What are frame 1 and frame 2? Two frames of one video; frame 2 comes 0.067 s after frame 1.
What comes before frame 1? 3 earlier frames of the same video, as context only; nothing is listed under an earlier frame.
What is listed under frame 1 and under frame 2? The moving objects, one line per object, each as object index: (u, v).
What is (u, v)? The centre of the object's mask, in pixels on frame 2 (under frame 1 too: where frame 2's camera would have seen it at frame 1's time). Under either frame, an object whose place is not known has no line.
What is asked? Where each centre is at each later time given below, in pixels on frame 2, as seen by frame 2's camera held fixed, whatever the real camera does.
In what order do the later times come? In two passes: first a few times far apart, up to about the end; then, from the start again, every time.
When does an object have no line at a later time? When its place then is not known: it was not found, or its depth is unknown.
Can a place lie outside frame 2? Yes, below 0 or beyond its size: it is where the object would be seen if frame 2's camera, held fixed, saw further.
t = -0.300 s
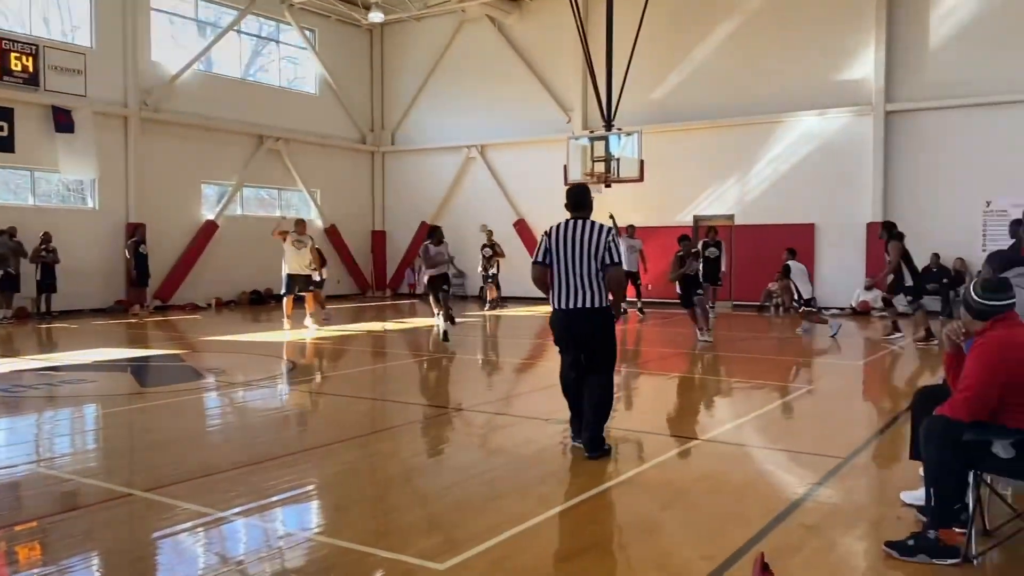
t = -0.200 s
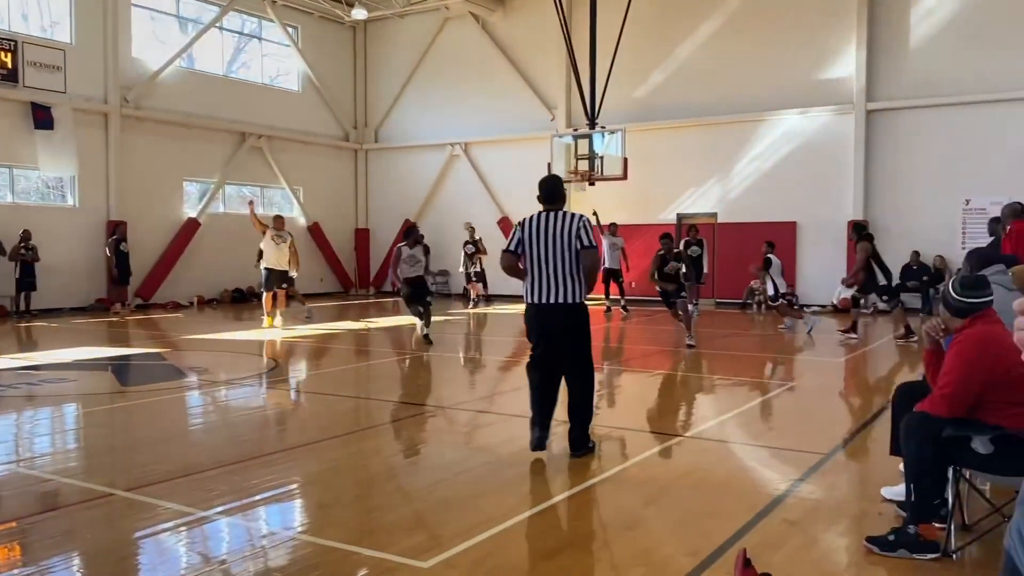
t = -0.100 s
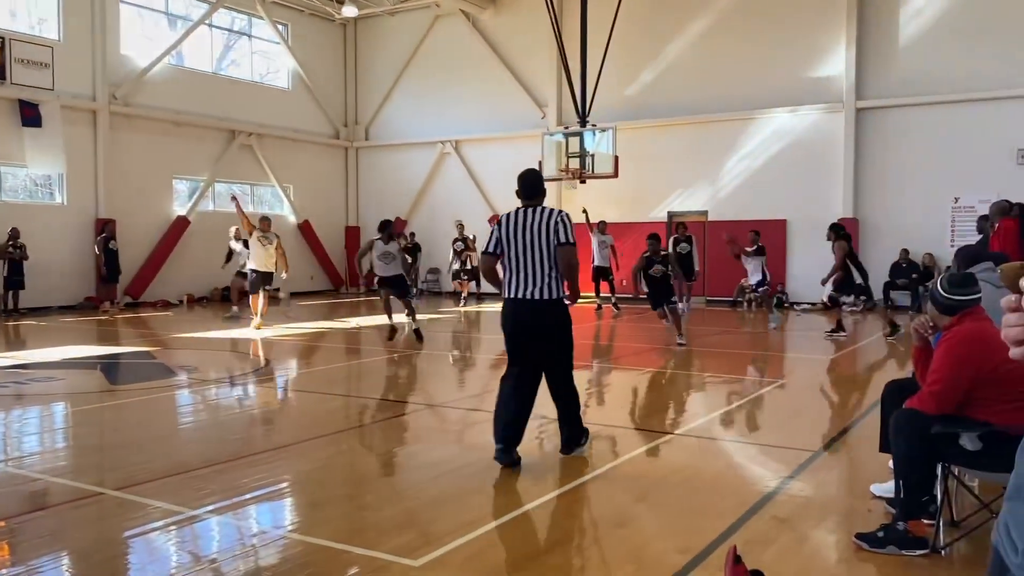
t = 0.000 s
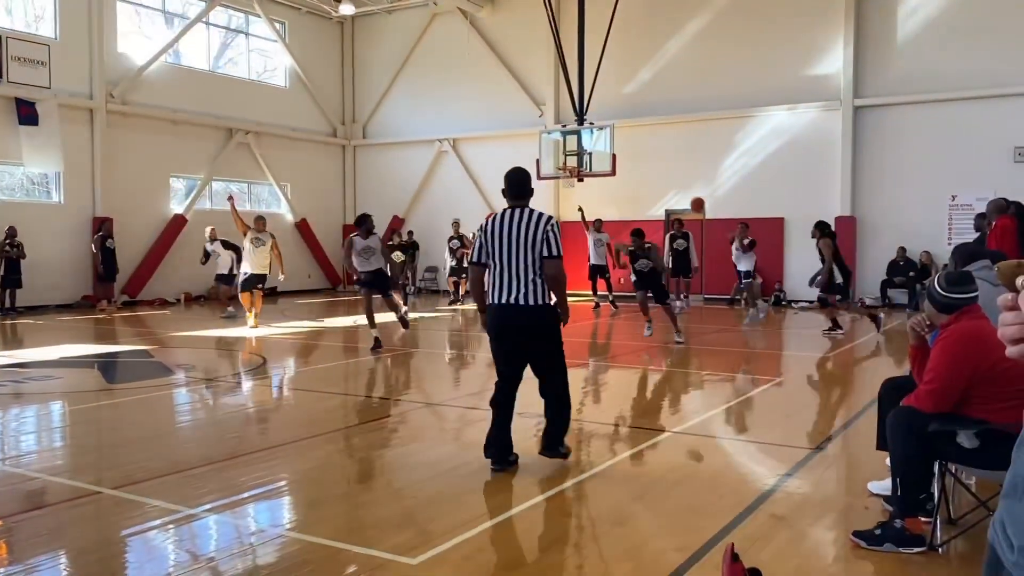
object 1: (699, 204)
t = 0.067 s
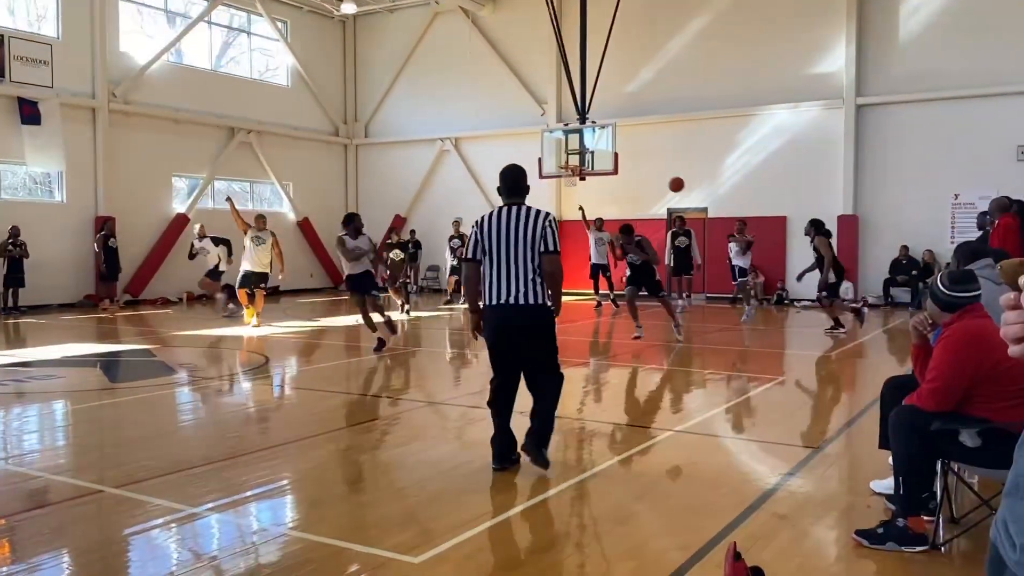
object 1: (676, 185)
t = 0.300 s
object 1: (579, 132)
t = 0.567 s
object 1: (422, 101)
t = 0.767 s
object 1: (253, 112)
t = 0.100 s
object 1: (664, 176)
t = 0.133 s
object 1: (651, 167)
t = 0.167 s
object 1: (638, 159)
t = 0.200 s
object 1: (624, 152)
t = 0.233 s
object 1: (610, 144)
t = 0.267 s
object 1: (595, 137)
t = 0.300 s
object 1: (579, 132)
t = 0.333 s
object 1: (563, 125)
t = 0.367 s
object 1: (545, 119)
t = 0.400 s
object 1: (527, 114)
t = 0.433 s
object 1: (508, 110)
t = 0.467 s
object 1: (488, 106)
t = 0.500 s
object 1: (467, 103)
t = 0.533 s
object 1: (445, 102)
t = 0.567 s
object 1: (422, 101)
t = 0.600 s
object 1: (398, 100)
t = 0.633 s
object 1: (373, 101)
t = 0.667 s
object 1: (345, 101)
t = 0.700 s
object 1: (317, 103)
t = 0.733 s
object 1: (285, 107)
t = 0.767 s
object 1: (253, 112)
